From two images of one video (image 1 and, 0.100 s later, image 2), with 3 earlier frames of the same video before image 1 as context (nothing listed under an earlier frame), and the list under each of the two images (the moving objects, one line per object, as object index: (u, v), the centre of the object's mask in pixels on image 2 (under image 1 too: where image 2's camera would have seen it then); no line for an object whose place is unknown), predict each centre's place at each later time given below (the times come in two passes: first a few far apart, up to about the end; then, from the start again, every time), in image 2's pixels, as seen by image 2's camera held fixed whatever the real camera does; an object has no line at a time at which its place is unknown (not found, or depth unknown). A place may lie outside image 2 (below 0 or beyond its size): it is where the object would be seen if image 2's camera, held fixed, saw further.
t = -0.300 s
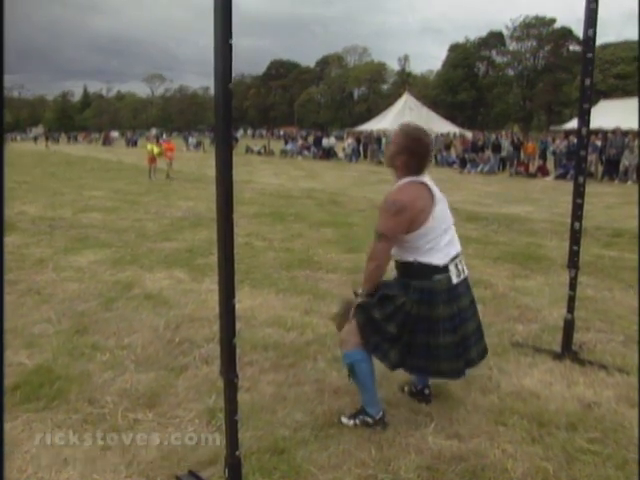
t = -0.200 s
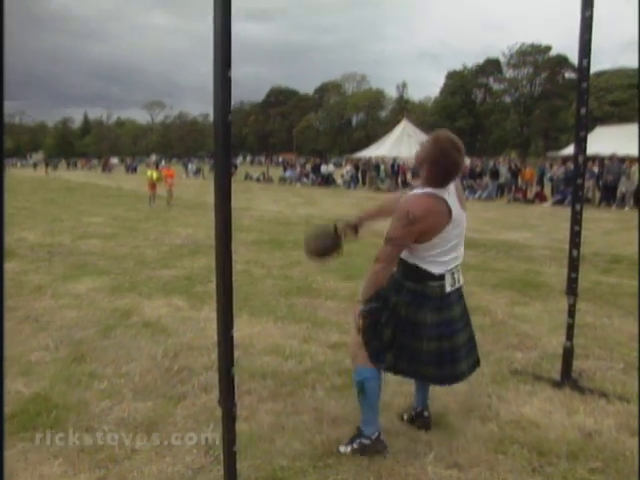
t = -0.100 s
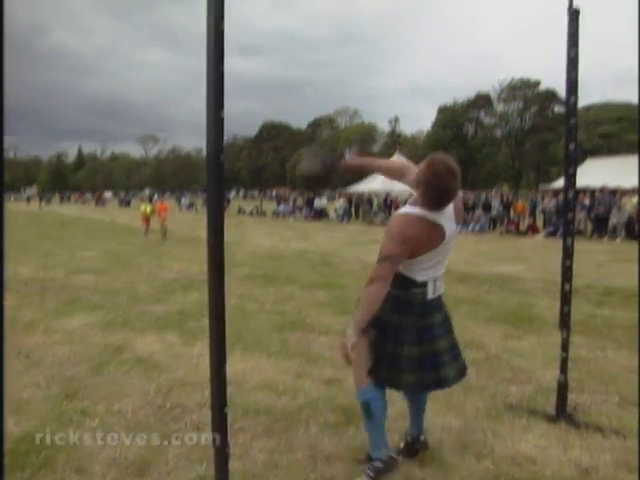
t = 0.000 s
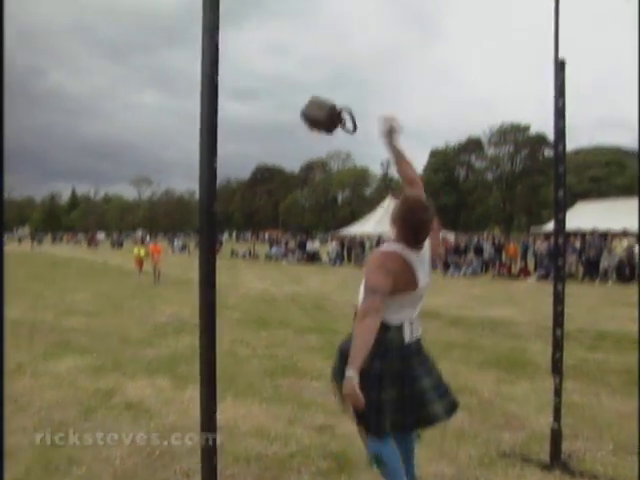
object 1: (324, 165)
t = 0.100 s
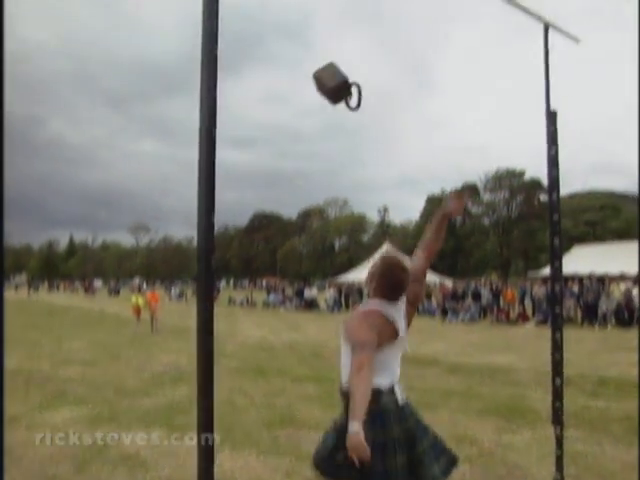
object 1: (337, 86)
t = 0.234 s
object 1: (354, 5)
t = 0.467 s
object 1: (383, -70)
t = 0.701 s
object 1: (422, -67)
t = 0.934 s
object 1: (481, 47)
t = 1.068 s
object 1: (516, 173)
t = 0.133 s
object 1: (341, 64)
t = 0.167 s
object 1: (346, 42)
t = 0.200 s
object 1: (350, 23)
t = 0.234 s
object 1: (354, 5)
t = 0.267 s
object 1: (359, -10)
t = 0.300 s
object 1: (363, -24)
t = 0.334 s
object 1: (367, -37)
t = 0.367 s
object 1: (369, -40)
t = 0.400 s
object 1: (374, -55)
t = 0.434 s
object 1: (378, -61)
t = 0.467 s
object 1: (383, -70)
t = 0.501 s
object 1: (388, -75)
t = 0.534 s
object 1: (393, -79)
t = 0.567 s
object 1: (397, -79)
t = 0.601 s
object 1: (405, -81)
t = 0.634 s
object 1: (410, -78)
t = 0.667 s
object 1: (417, -73)
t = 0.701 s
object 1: (422, -67)
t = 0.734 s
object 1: (429, -59)
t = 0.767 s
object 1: (437, -49)
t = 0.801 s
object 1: (447, -35)
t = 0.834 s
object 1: (456, -20)
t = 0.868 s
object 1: (464, -2)
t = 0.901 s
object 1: (473, 21)
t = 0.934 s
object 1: (481, 47)
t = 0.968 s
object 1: (489, 73)
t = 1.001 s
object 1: (498, 102)
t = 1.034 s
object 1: (508, 134)
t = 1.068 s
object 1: (516, 173)
